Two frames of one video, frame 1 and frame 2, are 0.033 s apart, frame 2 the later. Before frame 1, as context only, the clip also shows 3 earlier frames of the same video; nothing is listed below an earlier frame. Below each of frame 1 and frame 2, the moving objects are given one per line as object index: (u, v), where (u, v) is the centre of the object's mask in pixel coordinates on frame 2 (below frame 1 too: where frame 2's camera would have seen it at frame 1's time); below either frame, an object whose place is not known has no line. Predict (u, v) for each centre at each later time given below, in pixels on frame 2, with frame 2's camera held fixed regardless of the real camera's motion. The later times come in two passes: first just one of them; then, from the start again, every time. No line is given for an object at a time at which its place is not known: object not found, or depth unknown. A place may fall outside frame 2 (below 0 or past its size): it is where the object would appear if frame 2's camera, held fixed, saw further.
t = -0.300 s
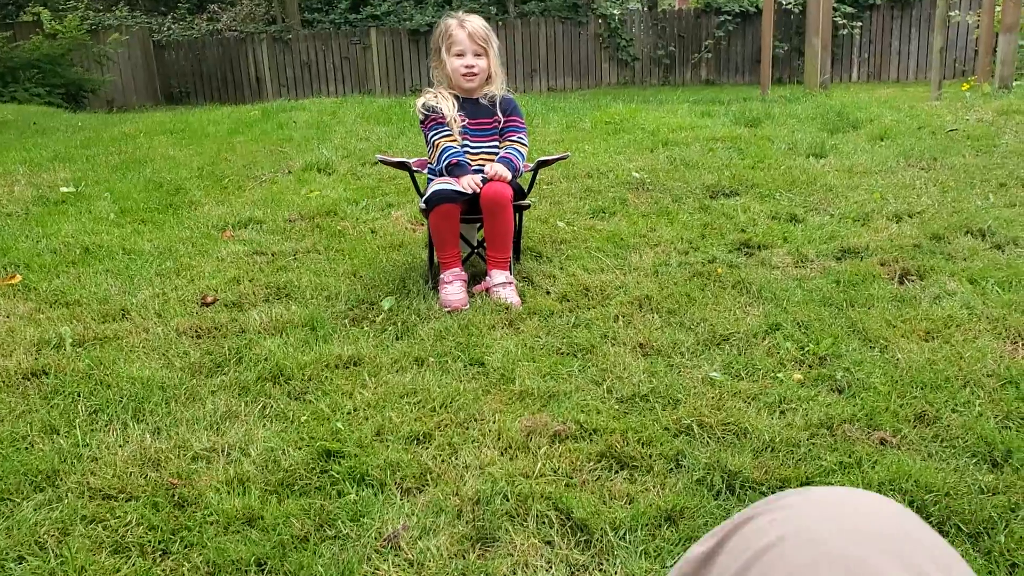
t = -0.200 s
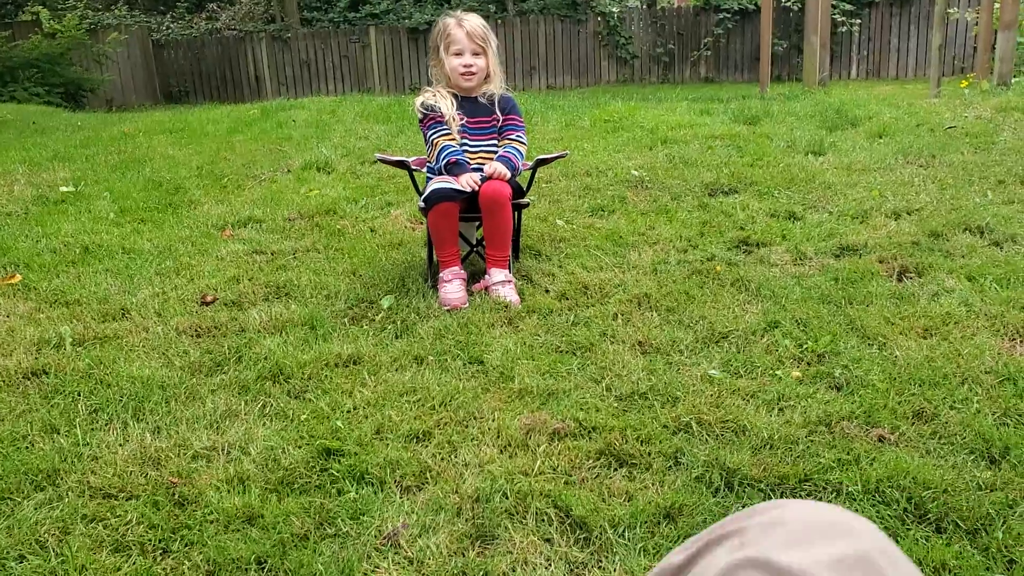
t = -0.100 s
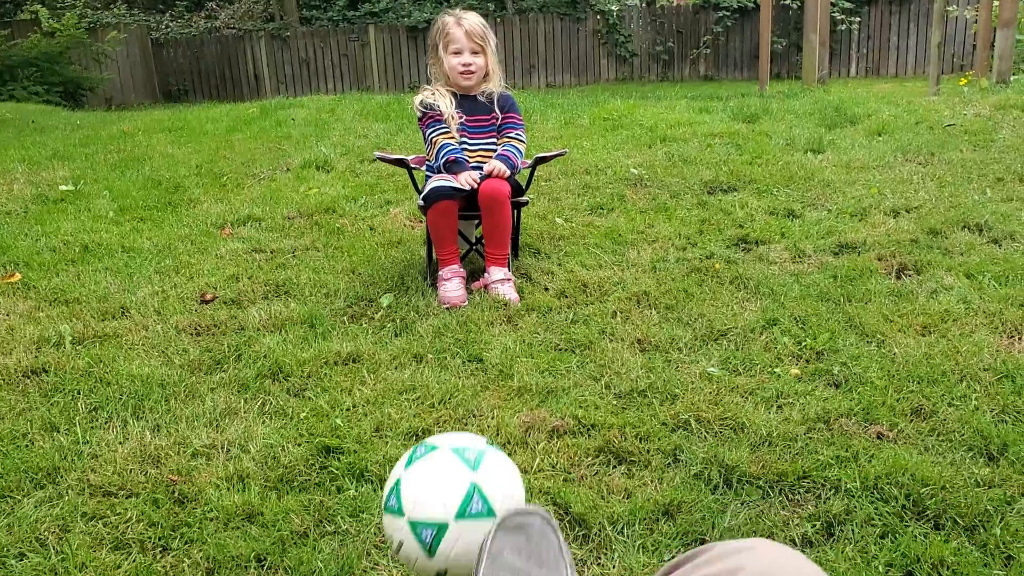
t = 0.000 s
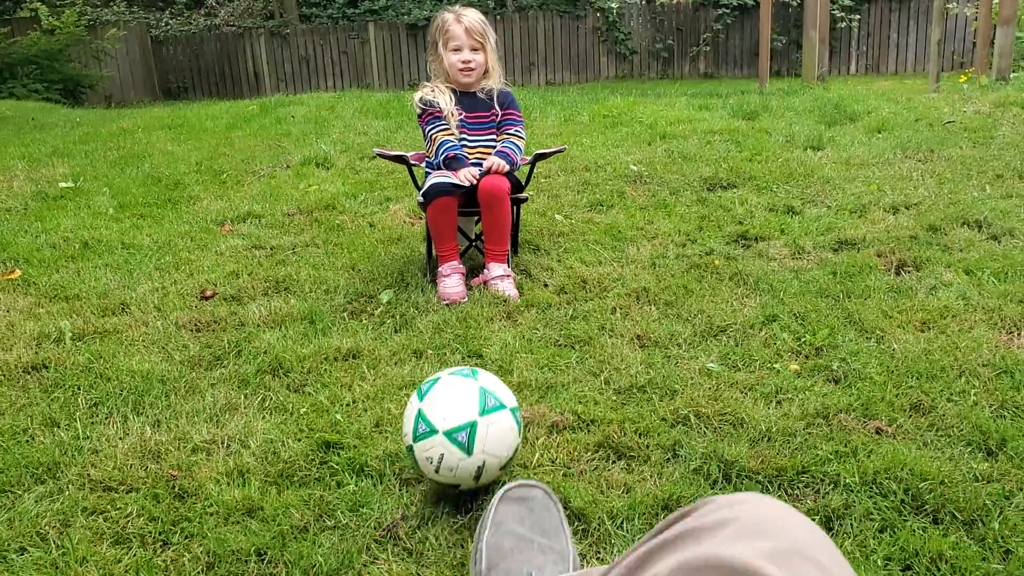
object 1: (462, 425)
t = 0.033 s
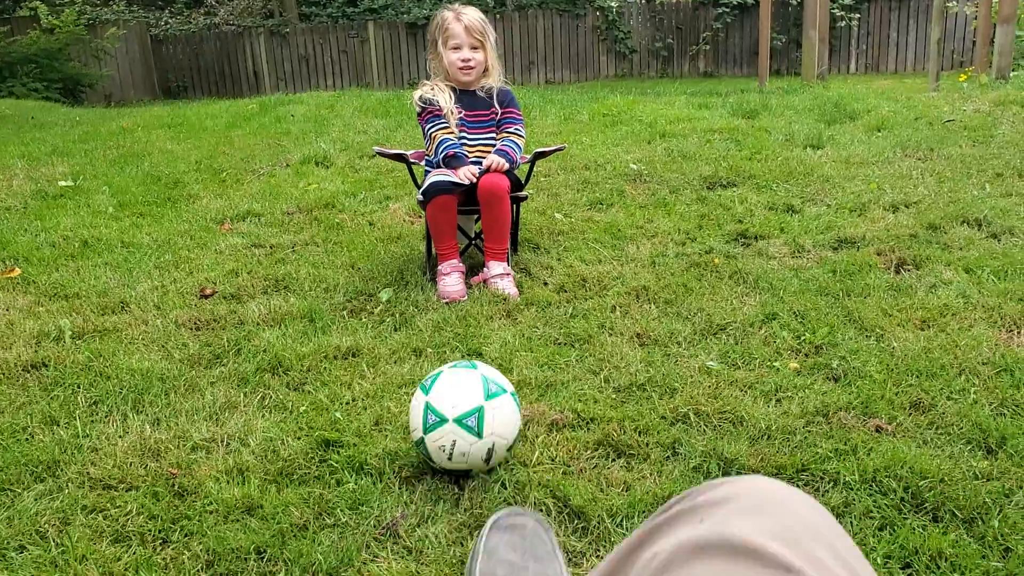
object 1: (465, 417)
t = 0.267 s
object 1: (474, 343)
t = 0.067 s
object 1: (467, 406)
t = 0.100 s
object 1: (468, 383)
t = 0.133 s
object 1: (468, 365)
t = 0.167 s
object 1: (469, 353)
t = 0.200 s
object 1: (471, 346)
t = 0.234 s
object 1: (472, 344)
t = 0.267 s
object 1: (474, 343)
